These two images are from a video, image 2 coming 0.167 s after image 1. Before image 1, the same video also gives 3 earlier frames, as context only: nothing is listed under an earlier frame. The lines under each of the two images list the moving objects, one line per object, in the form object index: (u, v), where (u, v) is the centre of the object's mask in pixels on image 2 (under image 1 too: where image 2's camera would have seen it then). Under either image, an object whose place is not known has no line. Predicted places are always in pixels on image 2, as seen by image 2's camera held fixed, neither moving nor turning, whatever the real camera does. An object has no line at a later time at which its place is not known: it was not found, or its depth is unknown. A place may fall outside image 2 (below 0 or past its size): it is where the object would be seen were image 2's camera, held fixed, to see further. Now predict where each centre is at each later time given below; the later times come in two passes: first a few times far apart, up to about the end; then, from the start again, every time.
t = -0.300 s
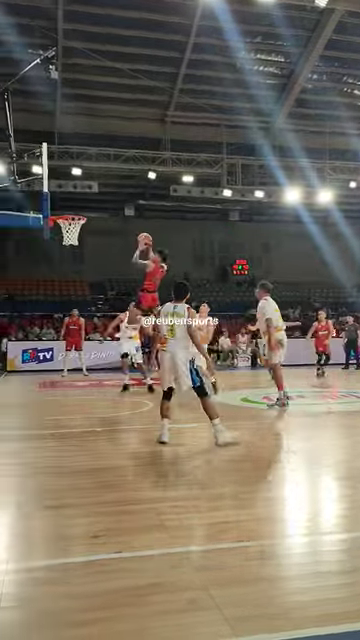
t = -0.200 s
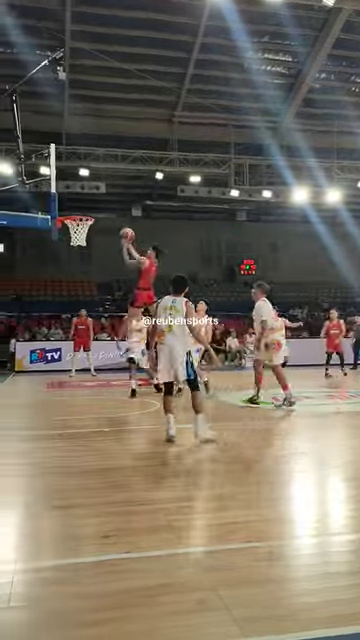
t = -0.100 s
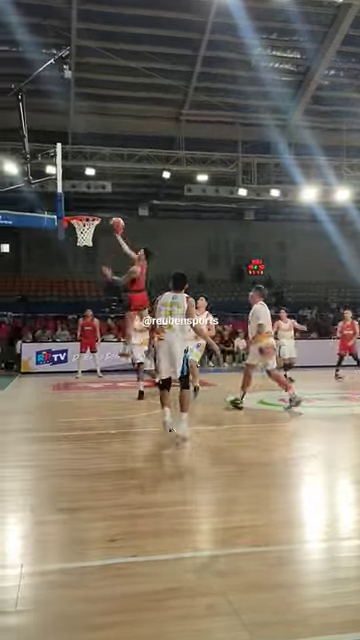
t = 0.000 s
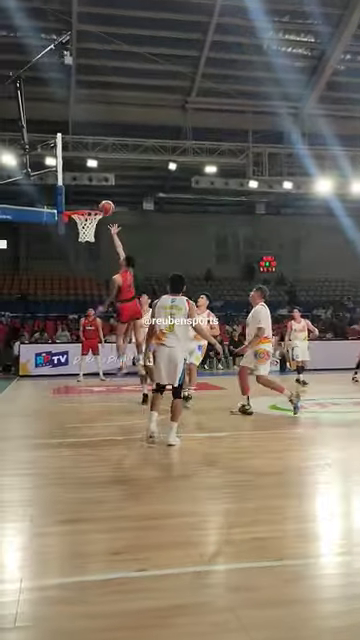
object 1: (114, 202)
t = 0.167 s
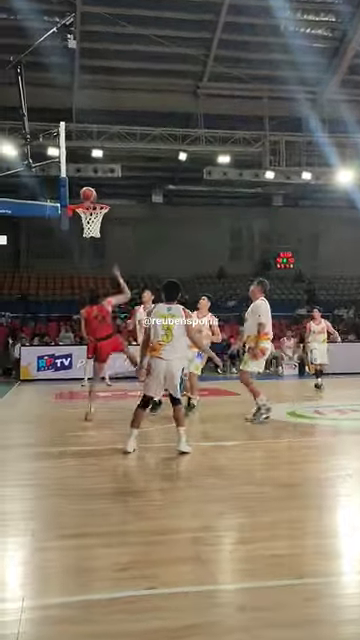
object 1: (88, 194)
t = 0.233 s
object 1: (77, 195)
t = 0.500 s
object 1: (76, 176)
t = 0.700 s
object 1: (85, 187)
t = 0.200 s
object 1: (83, 196)
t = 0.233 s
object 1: (77, 195)
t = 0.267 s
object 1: (76, 193)
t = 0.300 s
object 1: (74, 187)
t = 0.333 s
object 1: (72, 184)
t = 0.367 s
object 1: (72, 180)
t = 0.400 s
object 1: (72, 178)
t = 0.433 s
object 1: (74, 177)
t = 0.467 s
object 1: (75, 176)
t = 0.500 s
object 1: (76, 176)
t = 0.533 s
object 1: (78, 178)
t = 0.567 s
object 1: (79, 181)
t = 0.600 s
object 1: (82, 184)
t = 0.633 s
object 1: (84, 188)
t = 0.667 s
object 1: (85, 188)
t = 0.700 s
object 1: (85, 187)
